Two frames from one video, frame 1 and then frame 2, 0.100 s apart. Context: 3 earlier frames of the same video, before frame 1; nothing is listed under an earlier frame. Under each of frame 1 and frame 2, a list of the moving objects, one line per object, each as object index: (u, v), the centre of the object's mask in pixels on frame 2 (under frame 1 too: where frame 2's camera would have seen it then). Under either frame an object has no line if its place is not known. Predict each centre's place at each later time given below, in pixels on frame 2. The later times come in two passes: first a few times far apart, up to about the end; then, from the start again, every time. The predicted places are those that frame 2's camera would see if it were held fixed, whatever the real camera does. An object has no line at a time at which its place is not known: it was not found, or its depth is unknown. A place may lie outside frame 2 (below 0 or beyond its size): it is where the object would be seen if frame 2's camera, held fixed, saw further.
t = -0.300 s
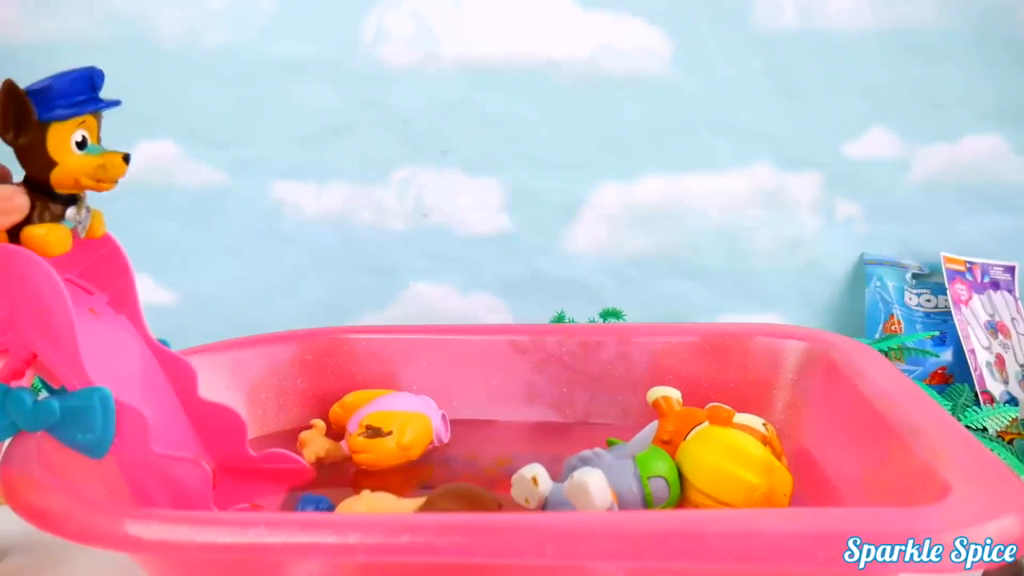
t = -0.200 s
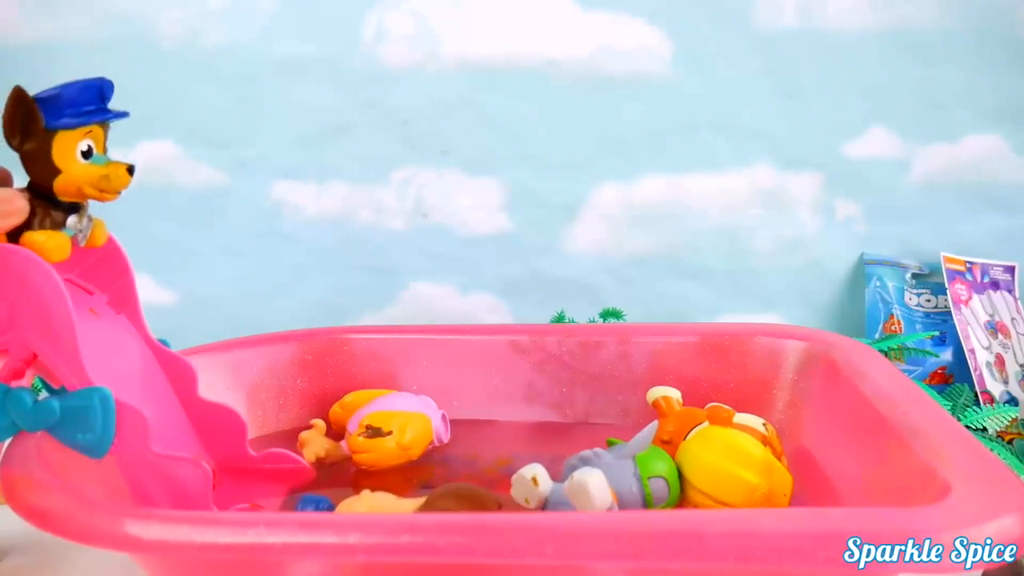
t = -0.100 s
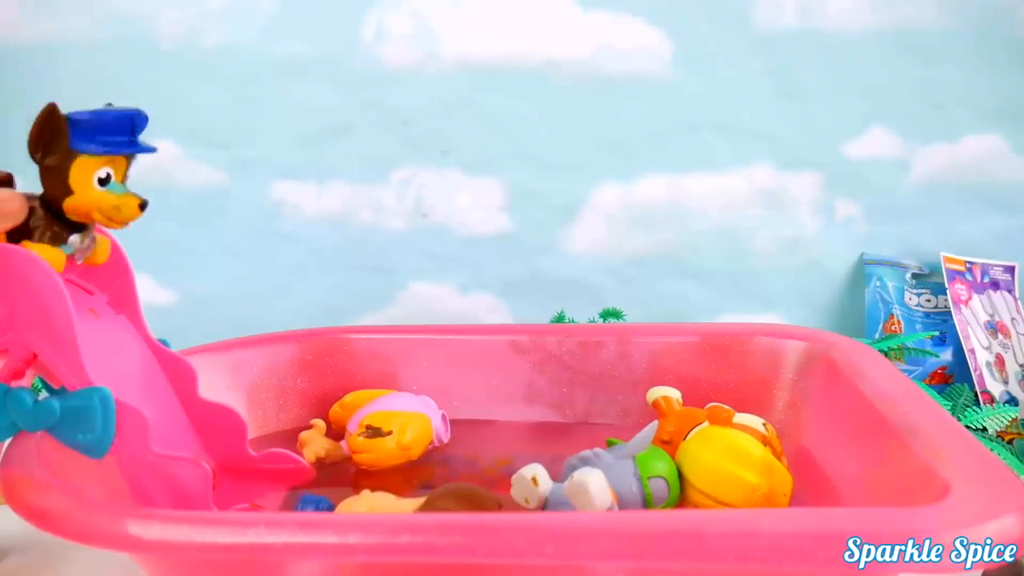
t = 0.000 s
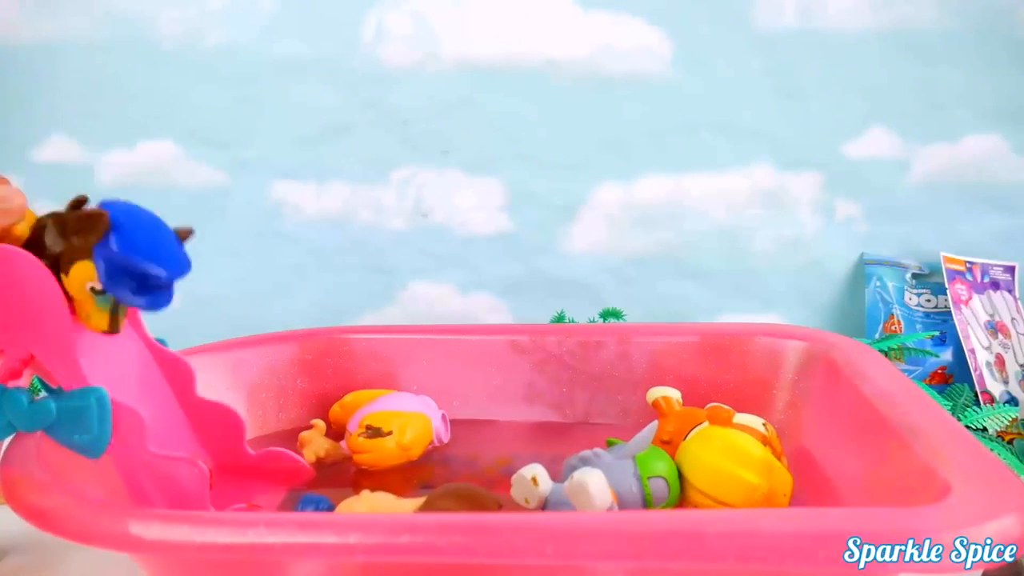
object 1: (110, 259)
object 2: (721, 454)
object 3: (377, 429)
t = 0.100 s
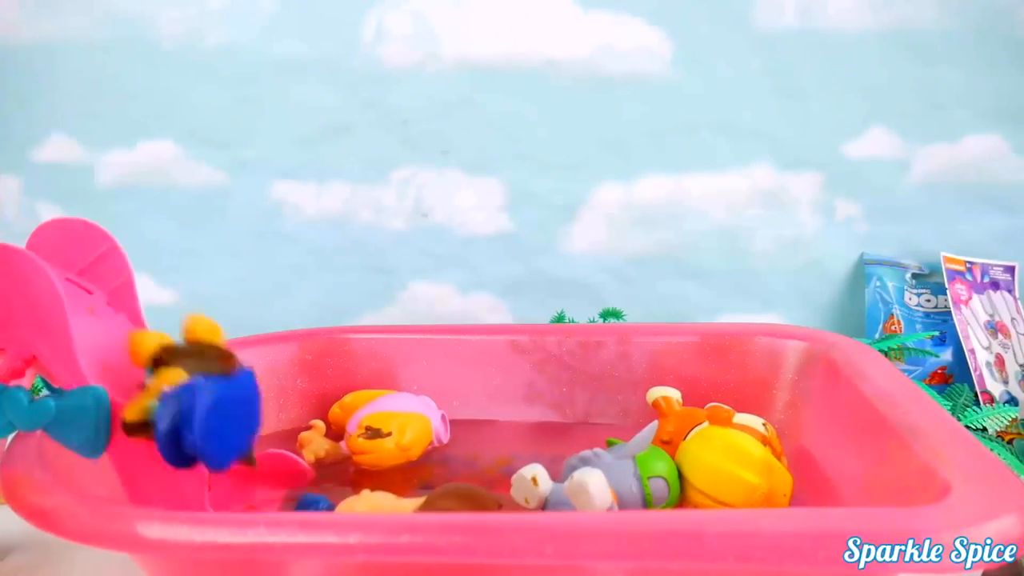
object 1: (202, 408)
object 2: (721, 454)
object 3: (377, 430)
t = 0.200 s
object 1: (320, 481)
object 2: (721, 454)
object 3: (390, 422)
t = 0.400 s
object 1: (401, 488)
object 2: (730, 452)
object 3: (370, 427)
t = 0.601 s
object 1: (417, 491)
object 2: (742, 447)
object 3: (363, 433)
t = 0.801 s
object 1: (430, 484)
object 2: (737, 454)
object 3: (355, 426)
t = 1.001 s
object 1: (441, 483)
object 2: (747, 451)
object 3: (345, 424)
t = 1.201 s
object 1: (462, 481)
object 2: (757, 448)
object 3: (347, 431)
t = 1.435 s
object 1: (484, 473)
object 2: (760, 446)
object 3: (350, 430)
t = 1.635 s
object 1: (490, 472)
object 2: (757, 442)
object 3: (338, 430)
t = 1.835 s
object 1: (491, 467)
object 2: (752, 450)
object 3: (334, 427)
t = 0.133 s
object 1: (253, 471)
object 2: (721, 454)
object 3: (378, 429)
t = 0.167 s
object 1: (265, 475)
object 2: (721, 454)
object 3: (388, 426)
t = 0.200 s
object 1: (320, 481)
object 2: (721, 454)
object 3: (390, 422)
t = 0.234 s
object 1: (335, 484)
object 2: (722, 454)
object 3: (376, 423)
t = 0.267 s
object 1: (364, 486)
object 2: (722, 454)
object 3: (374, 425)
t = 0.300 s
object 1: (375, 486)
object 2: (723, 453)
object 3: (374, 424)
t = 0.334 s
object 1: (385, 488)
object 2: (724, 453)
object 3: (372, 425)
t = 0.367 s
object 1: (395, 488)
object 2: (726, 452)
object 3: (372, 426)
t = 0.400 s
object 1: (401, 488)
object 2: (730, 452)
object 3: (370, 427)
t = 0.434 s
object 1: (407, 488)
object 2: (733, 451)
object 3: (368, 428)
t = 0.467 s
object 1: (412, 488)
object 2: (735, 449)
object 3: (367, 429)
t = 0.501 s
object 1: (415, 489)
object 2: (737, 448)
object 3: (366, 430)
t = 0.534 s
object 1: (416, 491)
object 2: (740, 446)
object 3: (364, 432)
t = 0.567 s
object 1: (416, 491)
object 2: (741, 446)
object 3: (363, 432)
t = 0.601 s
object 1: (417, 491)
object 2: (742, 447)
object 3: (363, 433)
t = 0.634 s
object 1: (419, 491)
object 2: (743, 448)
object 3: (363, 432)
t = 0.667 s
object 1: (422, 490)
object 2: (743, 449)
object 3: (362, 431)
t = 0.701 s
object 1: (423, 489)
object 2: (742, 451)
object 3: (360, 430)
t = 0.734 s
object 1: (425, 488)
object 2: (740, 452)
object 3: (359, 429)
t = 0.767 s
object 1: (427, 486)
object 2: (738, 453)
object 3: (357, 427)
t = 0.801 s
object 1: (430, 484)
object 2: (737, 454)
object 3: (355, 426)
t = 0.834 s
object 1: (432, 483)
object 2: (736, 454)
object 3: (353, 425)
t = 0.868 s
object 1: (434, 482)
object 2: (737, 454)
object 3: (351, 425)
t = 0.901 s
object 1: (436, 482)
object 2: (738, 454)
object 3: (349, 424)
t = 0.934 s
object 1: (437, 482)
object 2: (741, 453)
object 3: (348, 424)
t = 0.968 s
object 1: (438, 482)
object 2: (744, 452)
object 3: (346, 424)
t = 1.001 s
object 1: (441, 483)
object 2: (747, 451)
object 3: (345, 424)
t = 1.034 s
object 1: (444, 483)
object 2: (750, 449)
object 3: (344, 424)
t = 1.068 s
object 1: (448, 483)
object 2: (752, 447)
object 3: (344, 425)
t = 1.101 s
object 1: (451, 483)
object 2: (753, 446)
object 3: (345, 427)
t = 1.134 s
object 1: (455, 483)
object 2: (755, 446)
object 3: (345, 428)
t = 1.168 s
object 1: (459, 482)
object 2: (756, 447)
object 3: (346, 430)
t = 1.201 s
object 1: (462, 481)
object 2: (757, 448)
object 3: (347, 431)
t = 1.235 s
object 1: (466, 479)
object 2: (757, 448)
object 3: (347, 431)
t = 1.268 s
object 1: (469, 478)
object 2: (757, 449)
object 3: (348, 432)
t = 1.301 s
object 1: (472, 476)
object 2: (757, 449)
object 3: (349, 432)
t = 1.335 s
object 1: (475, 475)
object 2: (757, 449)
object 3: (350, 432)
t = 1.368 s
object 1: (479, 474)
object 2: (758, 449)
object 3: (351, 431)
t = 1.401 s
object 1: (482, 473)
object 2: (760, 448)
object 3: (351, 431)
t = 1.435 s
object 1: (484, 473)
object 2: (760, 446)
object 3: (350, 430)
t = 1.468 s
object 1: (485, 473)
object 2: (761, 444)
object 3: (349, 430)
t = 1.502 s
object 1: (485, 474)
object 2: (761, 443)
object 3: (347, 430)
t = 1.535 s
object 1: (487, 474)
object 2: (760, 442)
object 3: (345, 430)
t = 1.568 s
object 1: (489, 474)
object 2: (759, 441)
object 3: (342, 430)
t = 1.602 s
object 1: (490, 473)
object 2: (758, 441)
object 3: (340, 430)
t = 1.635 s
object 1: (490, 472)
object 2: (757, 442)
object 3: (338, 430)
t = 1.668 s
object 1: (491, 472)
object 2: (755, 442)
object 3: (336, 430)
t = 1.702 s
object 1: (491, 471)
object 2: (754, 444)
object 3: (335, 429)
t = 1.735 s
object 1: (491, 470)
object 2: (753, 446)
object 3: (335, 428)
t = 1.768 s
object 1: (490, 469)
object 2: (752, 448)
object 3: (334, 428)
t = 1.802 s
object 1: (490, 468)
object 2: (751, 449)
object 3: (334, 427)
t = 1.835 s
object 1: (491, 467)
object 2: (752, 450)
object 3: (334, 427)
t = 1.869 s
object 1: (491, 466)
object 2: (751, 451)
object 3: (334, 426)
